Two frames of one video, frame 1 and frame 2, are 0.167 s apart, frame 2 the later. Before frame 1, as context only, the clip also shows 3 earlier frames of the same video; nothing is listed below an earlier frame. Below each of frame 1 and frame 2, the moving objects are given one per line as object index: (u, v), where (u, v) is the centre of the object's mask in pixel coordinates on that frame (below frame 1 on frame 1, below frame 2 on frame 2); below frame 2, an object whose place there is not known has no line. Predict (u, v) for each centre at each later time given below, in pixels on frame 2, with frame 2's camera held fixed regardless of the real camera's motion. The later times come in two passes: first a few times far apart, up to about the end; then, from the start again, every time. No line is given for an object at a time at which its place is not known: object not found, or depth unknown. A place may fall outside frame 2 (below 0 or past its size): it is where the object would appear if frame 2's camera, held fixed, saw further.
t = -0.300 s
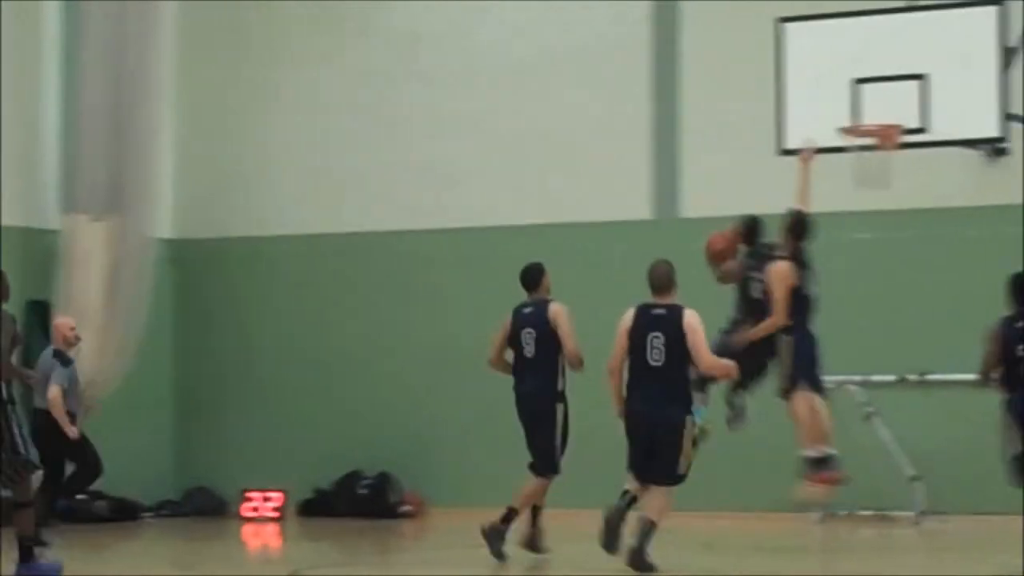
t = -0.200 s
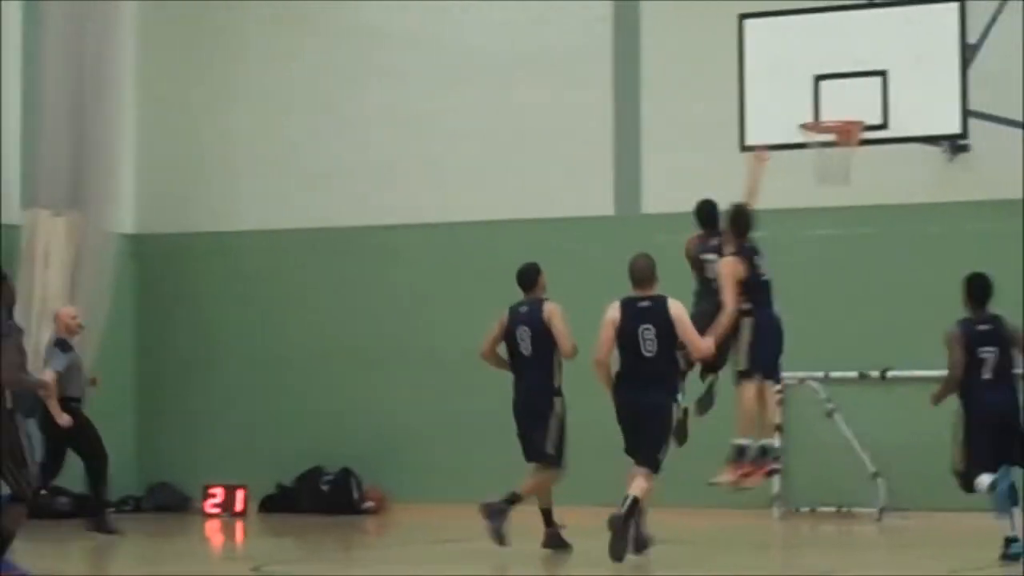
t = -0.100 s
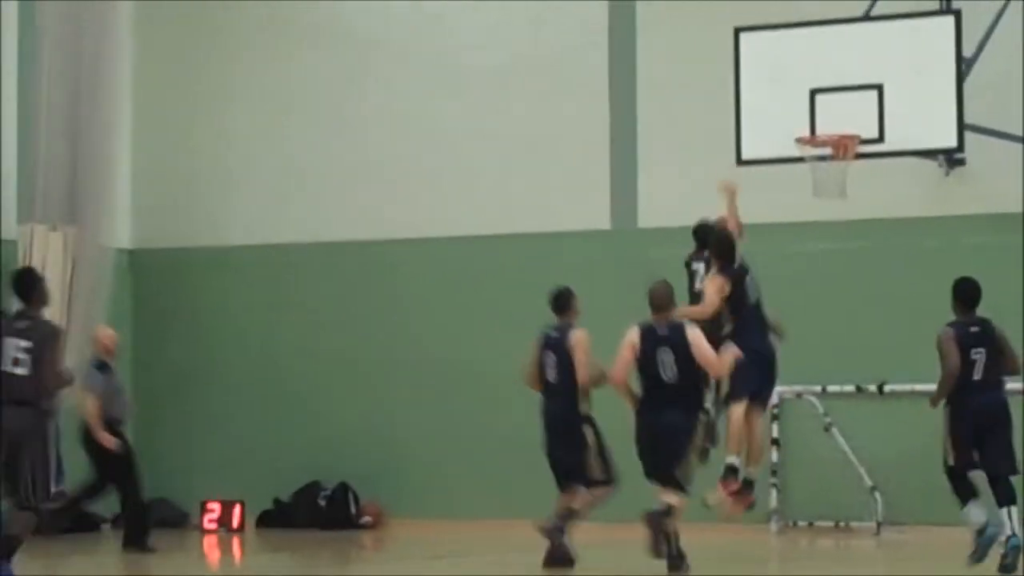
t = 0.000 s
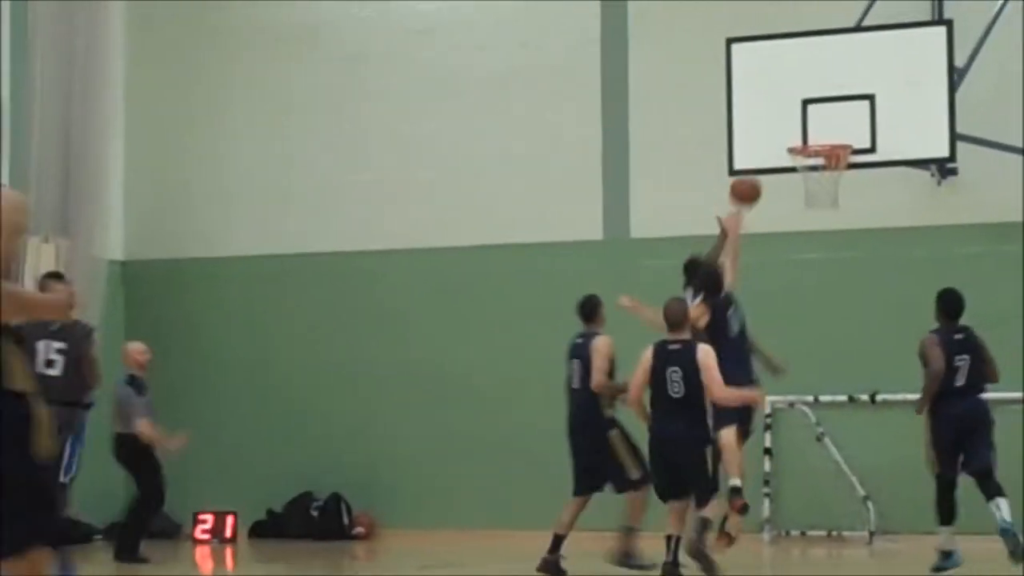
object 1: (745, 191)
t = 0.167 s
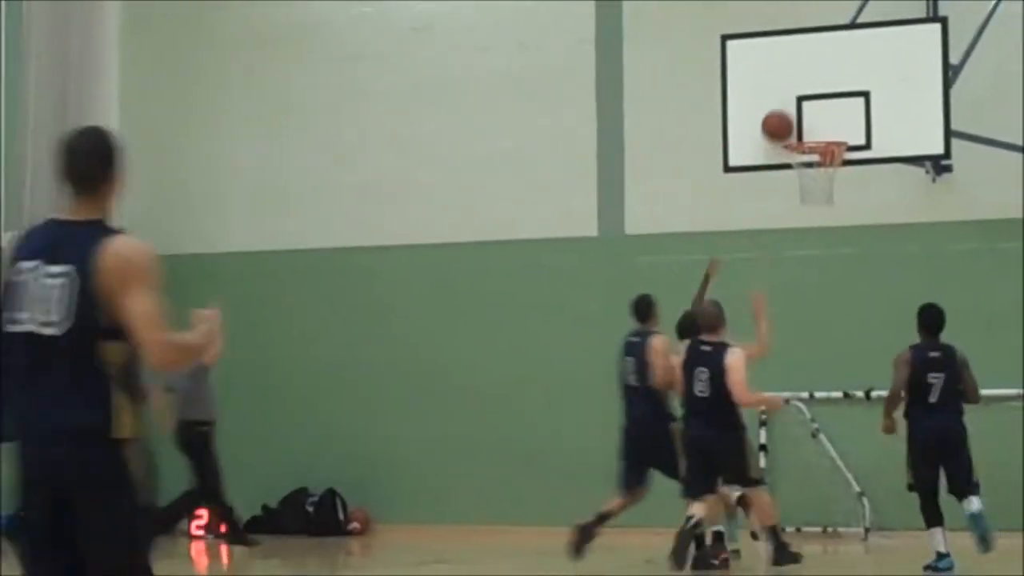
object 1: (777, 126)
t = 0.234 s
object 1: (782, 112)
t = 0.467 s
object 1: (800, 110)
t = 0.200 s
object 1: (779, 118)
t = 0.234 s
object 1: (782, 112)
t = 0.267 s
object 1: (784, 108)
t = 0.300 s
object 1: (786, 105)
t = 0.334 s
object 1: (789, 103)
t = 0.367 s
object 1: (792, 103)
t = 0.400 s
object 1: (794, 104)
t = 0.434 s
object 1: (797, 106)
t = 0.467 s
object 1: (800, 110)
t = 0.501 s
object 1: (802, 115)
